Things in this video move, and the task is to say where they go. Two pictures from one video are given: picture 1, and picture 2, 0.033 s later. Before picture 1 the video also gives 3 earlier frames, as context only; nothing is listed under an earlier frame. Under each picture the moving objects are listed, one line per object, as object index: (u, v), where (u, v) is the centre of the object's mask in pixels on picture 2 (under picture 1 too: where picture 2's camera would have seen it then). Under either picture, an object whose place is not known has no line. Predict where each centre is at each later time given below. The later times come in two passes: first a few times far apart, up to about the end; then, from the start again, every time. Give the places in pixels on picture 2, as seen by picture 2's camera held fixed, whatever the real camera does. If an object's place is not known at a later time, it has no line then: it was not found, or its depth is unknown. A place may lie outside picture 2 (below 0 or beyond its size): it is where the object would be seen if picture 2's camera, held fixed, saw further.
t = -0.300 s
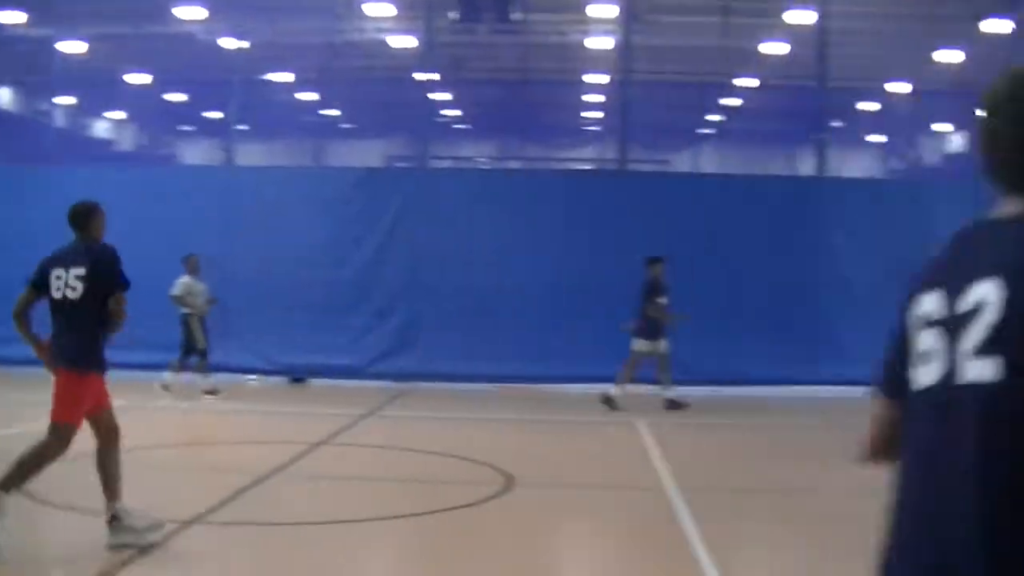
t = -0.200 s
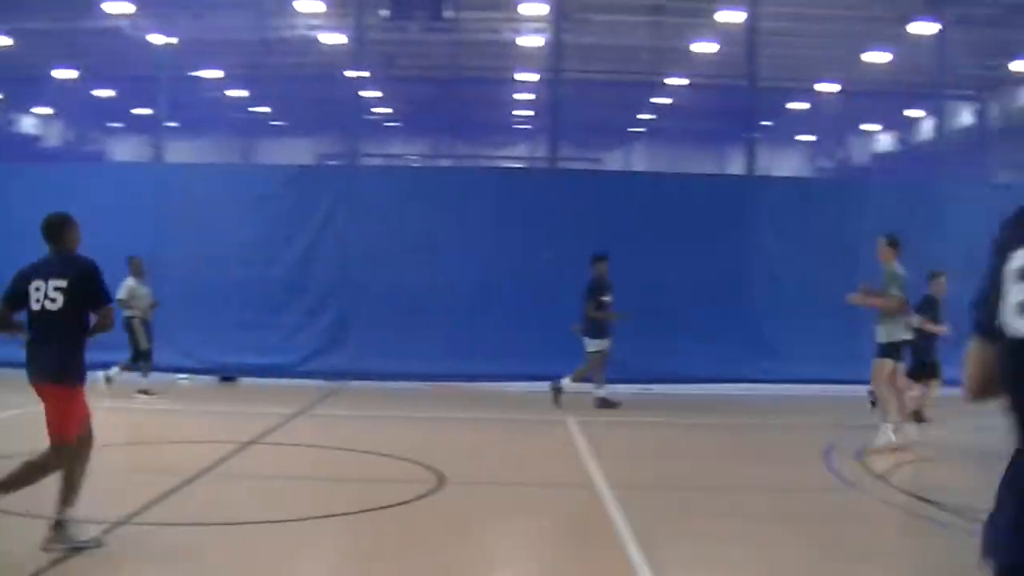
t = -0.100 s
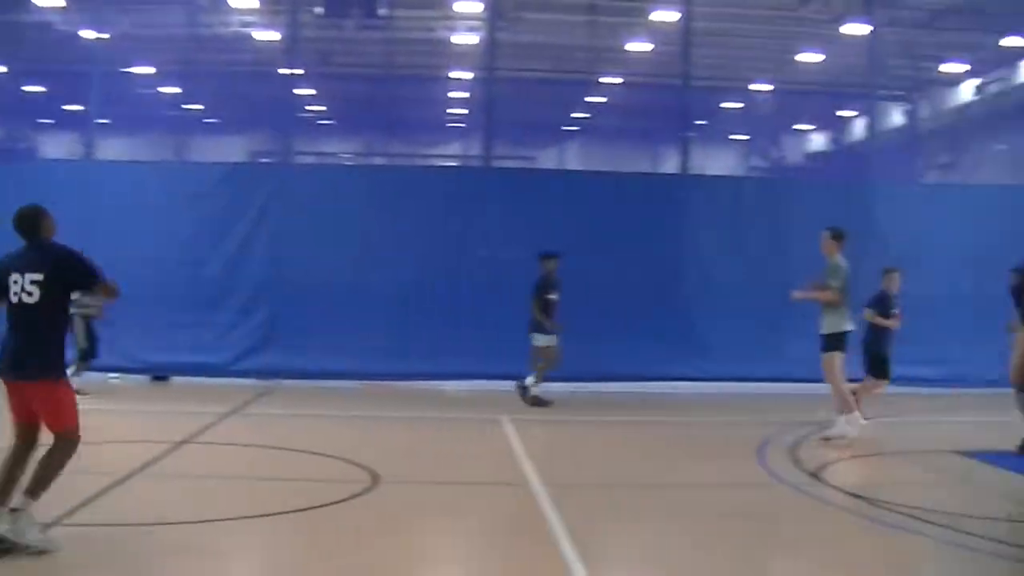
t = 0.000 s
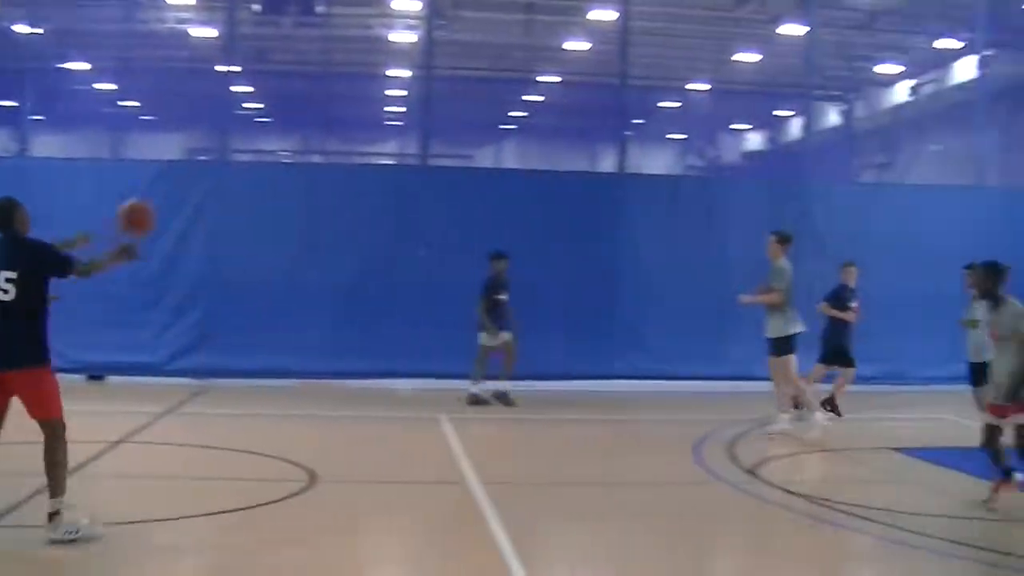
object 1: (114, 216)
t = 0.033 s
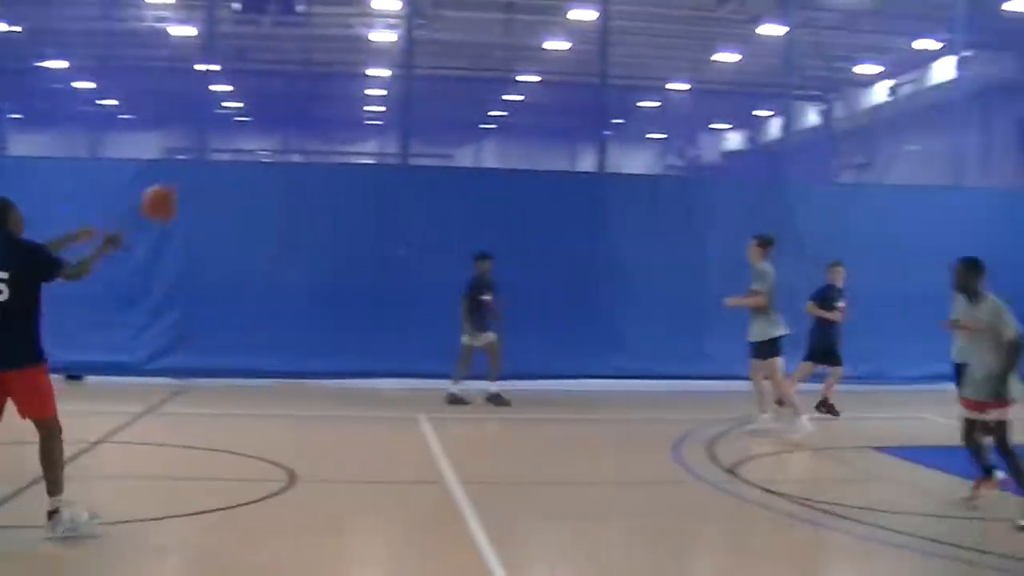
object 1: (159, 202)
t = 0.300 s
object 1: (413, 176)
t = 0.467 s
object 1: (510, 201)
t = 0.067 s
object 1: (202, 191)
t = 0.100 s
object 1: (239, 183)
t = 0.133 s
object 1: (274, 178)
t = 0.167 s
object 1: (307, 175)
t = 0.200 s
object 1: (336, 173)
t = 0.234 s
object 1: (364, 173)
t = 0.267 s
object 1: (390, 173)
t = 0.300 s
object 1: (413, 176)
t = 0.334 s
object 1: (436, 179)
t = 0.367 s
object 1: (456, 183)
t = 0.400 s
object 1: (475, 188)
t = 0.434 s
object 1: (493, 195)
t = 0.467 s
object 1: (510, 201)
